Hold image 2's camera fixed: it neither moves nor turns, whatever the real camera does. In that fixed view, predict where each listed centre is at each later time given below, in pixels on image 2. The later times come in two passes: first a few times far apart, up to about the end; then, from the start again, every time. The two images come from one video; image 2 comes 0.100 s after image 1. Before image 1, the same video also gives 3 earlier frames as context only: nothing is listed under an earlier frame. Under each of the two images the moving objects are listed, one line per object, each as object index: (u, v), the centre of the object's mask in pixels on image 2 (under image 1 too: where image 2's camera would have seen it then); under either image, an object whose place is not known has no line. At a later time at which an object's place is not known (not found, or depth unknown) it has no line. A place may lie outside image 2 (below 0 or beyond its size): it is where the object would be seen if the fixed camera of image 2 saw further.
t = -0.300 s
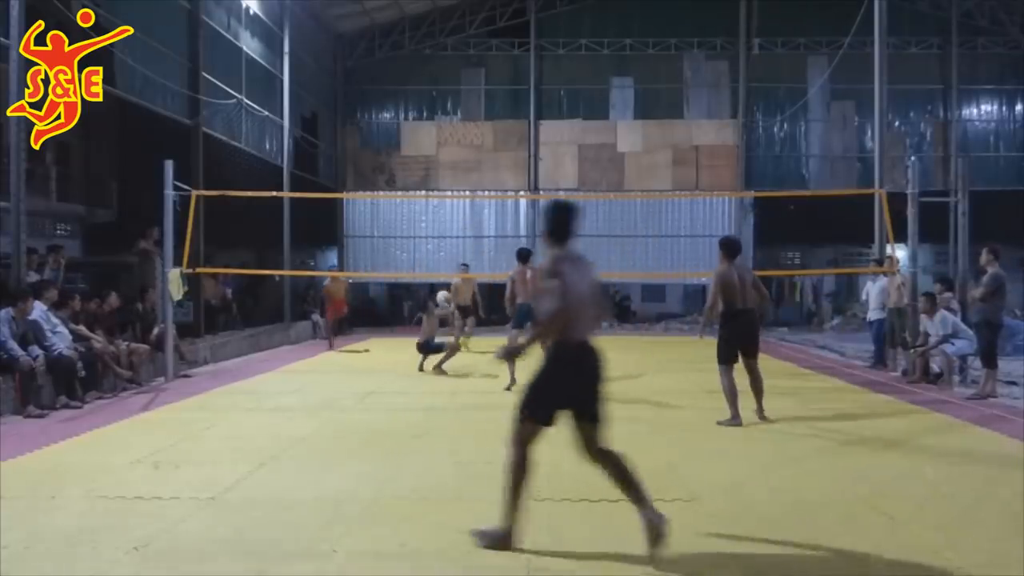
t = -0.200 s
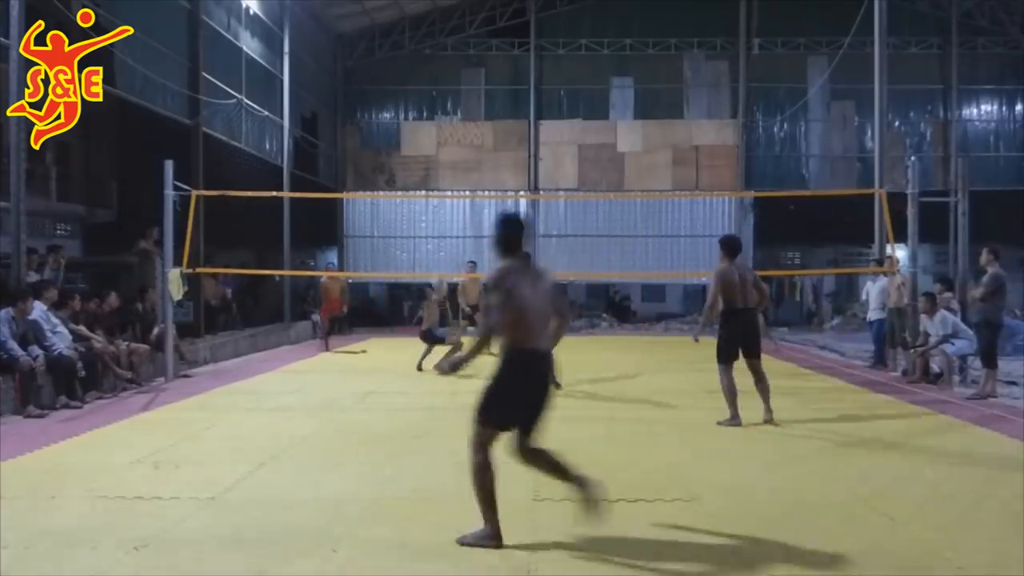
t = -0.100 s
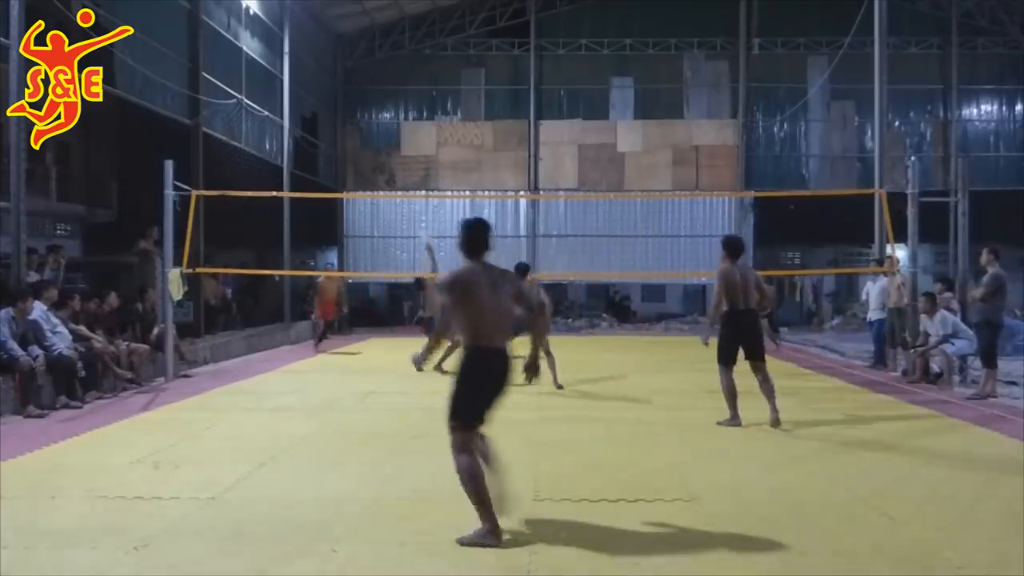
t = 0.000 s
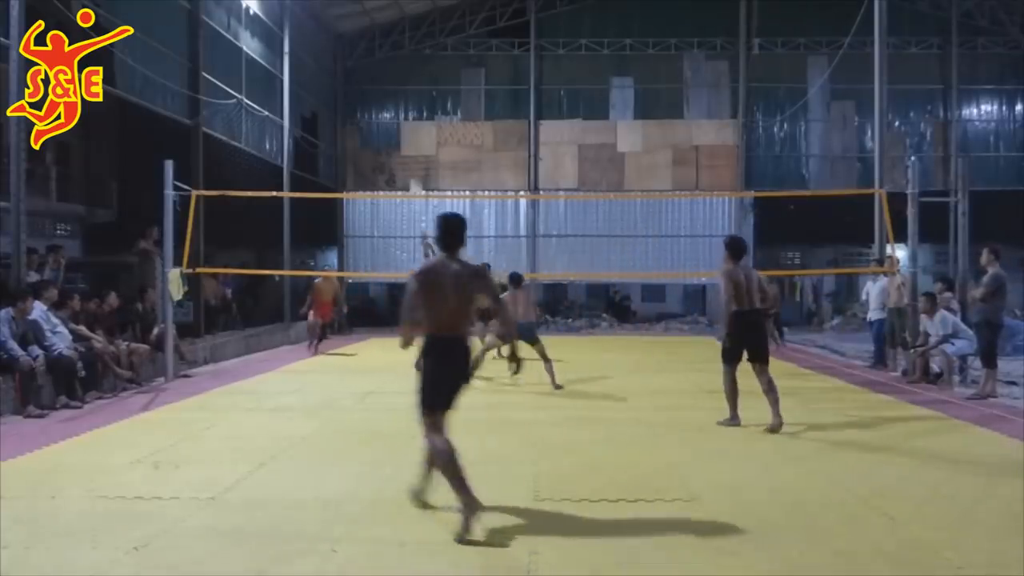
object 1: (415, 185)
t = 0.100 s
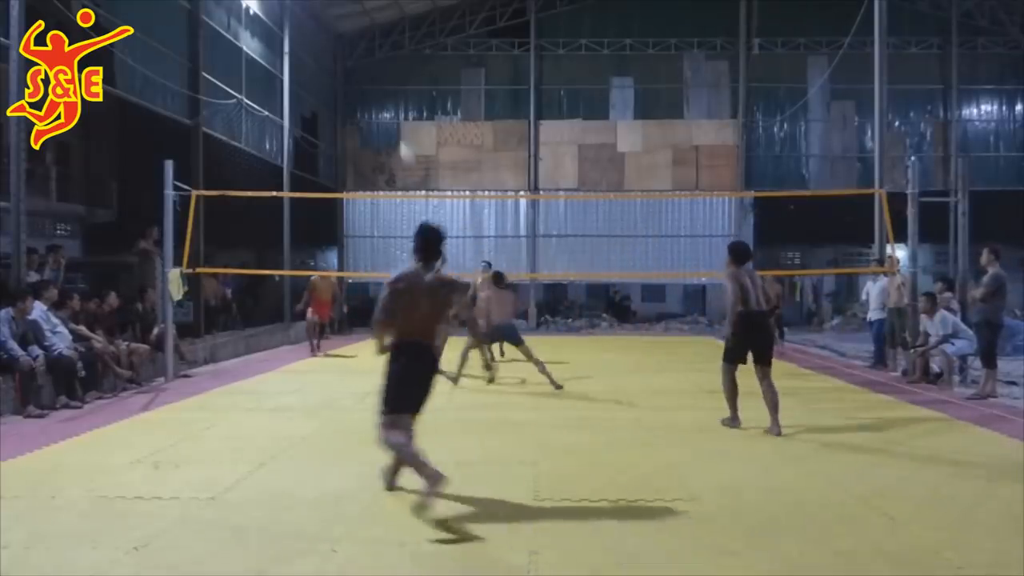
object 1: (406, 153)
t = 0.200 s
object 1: (397, 121)
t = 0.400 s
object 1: (377, 79)
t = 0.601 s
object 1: (357, 66)
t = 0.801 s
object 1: (337, 82)
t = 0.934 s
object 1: (324, 107)
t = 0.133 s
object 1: (402, 140)
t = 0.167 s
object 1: (399, 131)
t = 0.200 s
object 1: (397, 121)
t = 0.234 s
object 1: (393, 111)
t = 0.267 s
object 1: (390, 103)
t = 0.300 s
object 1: (387, 96)
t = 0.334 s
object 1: (383, 89)
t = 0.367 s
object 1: (380, 84)
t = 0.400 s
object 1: (377, 79)
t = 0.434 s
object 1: (373, 75)
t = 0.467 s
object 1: (370, 72)
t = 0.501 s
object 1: (367, 69)
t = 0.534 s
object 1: (363, 67)
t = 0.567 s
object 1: (360, 66)
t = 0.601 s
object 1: (357, 66)
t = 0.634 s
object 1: (353, 67)
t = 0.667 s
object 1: (350, 68)
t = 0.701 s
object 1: (347, 70)
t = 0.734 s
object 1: (343, 73)
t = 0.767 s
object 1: (340, 77)
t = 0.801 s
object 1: (337, 82)
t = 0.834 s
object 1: (334, 87)
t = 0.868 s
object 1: (330, 93)
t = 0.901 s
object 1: (327, 100)
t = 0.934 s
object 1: (324, 107)
